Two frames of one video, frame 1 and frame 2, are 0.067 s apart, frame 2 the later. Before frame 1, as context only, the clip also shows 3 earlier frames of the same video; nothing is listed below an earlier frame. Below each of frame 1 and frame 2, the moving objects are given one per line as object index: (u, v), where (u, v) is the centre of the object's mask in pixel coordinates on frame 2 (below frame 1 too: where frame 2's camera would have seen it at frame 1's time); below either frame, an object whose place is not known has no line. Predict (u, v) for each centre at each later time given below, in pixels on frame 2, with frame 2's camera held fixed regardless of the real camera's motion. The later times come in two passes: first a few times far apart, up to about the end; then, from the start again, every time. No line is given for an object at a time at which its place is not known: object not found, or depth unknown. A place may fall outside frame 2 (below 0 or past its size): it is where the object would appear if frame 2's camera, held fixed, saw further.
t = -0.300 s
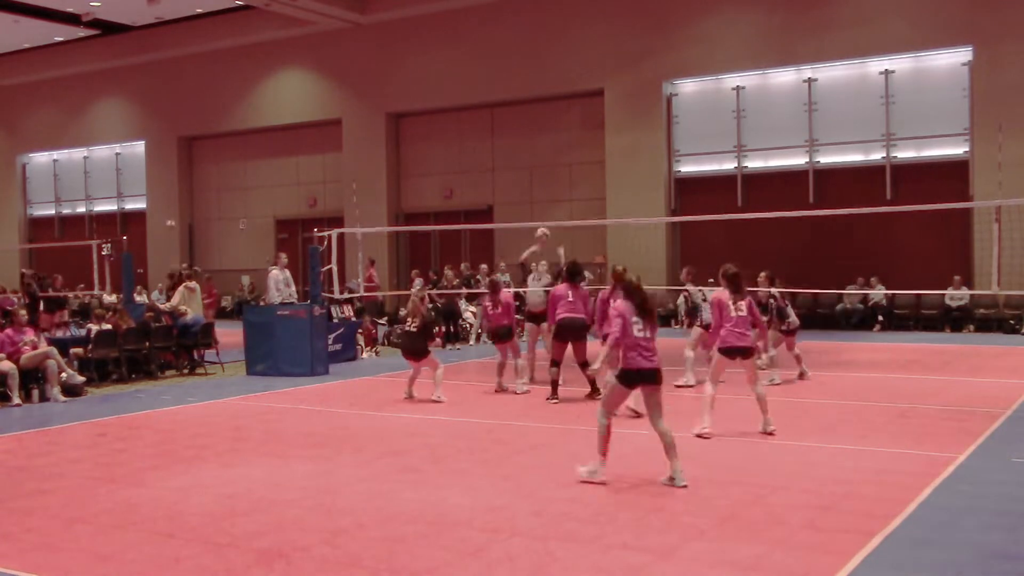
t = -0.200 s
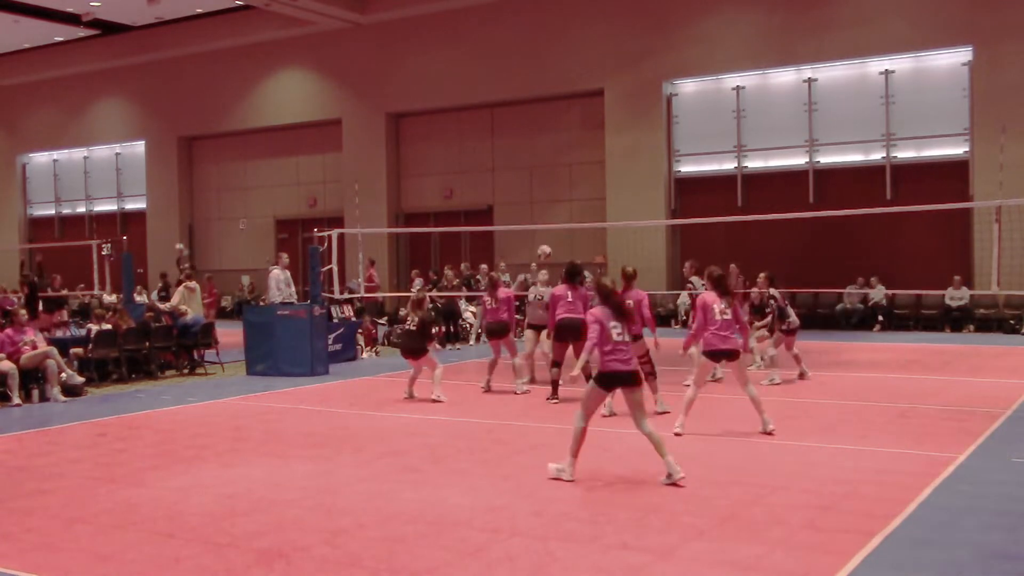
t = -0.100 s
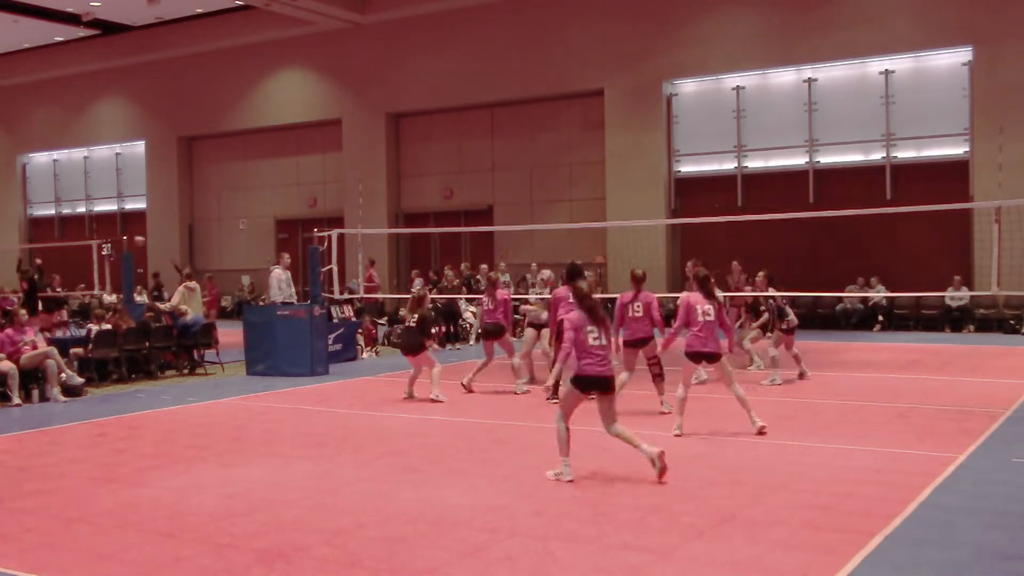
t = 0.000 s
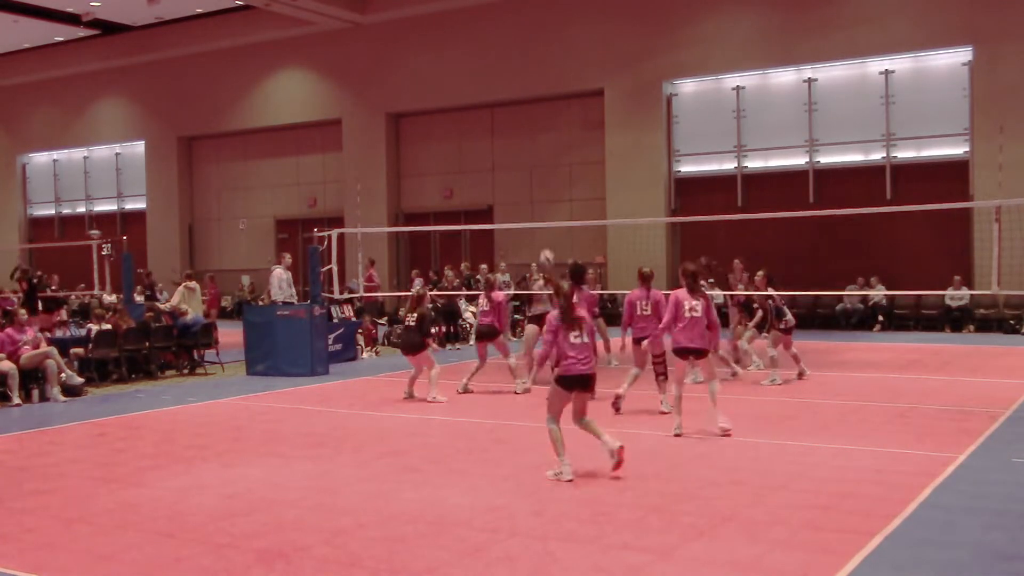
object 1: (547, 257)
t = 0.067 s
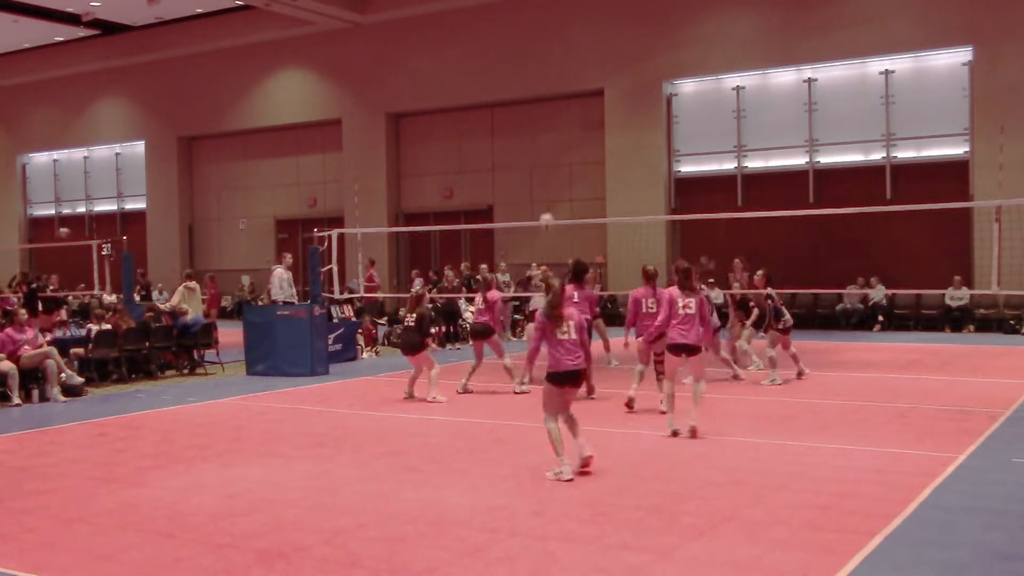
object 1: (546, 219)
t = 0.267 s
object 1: (545, 128)
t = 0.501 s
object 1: (544, 59)
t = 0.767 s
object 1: (544, 24)
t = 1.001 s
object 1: (544, 34)
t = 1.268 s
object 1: (546, 92)
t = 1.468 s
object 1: (548, 166)
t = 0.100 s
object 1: (546, 201)
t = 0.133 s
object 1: (546, 186)
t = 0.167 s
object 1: (546, 171)
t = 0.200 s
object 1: (546, 157)
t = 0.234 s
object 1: (546, 143)
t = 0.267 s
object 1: (545, 128)
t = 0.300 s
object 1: (545, 117)
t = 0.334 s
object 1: (545, 106)
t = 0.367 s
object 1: (545, 94)
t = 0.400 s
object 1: (545, 82)
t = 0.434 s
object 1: (545, 74)
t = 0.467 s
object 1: (544, 65)
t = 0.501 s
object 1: (544, 59)
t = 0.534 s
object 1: (544, 52)
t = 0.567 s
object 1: (544, 45)
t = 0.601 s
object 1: (544, 40)
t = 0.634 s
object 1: (544, 35)
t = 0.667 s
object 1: (544, 31)
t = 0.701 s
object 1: (544, 29)
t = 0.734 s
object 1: (544, 25)
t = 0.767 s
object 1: (544, 24)
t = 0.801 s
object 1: (544, 23)
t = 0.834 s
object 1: (544, 24)
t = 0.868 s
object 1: (544, 24)
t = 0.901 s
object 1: (544, 25)
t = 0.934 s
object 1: (544, 27)
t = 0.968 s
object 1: (544, 30)
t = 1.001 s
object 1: (544, 34)
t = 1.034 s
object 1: (545, 38)
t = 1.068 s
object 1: (545, 44)
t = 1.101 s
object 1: (545, 51)
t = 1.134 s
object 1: (546, 57)
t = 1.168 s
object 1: (545, 64)
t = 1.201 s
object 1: (545, 73)
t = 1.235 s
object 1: (546, 82)
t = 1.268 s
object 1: (546, 92)
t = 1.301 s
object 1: (546, 103)
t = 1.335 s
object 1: (547, 114)
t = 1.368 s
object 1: (547, 126)
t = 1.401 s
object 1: (547, 139)
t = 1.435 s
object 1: (547, 153)
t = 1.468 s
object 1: (548, 166)
